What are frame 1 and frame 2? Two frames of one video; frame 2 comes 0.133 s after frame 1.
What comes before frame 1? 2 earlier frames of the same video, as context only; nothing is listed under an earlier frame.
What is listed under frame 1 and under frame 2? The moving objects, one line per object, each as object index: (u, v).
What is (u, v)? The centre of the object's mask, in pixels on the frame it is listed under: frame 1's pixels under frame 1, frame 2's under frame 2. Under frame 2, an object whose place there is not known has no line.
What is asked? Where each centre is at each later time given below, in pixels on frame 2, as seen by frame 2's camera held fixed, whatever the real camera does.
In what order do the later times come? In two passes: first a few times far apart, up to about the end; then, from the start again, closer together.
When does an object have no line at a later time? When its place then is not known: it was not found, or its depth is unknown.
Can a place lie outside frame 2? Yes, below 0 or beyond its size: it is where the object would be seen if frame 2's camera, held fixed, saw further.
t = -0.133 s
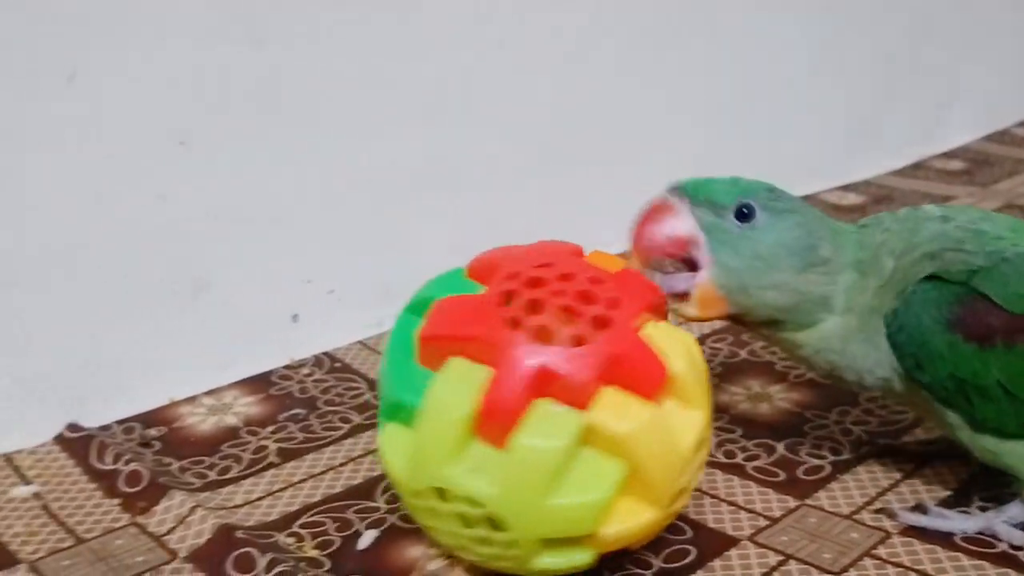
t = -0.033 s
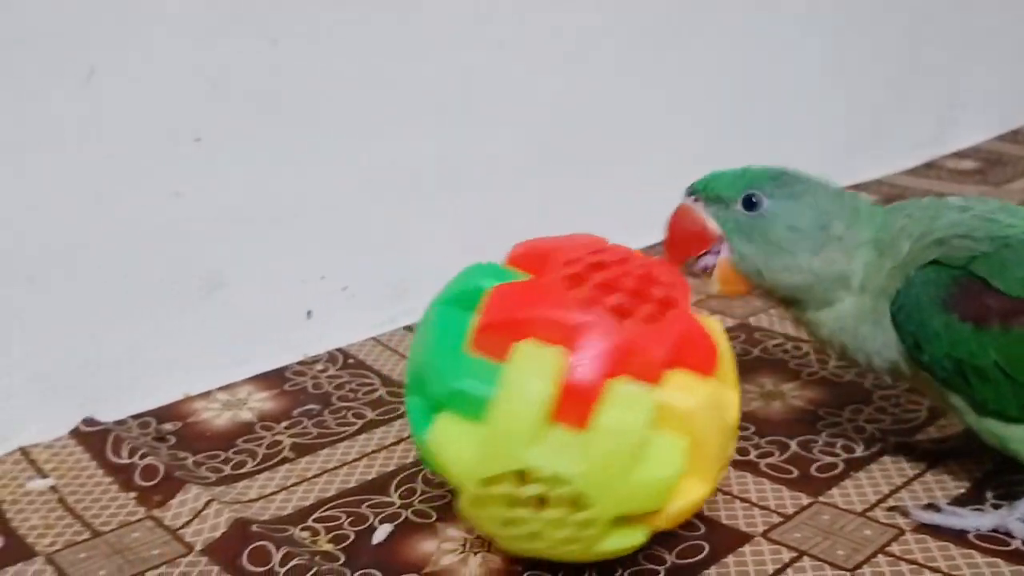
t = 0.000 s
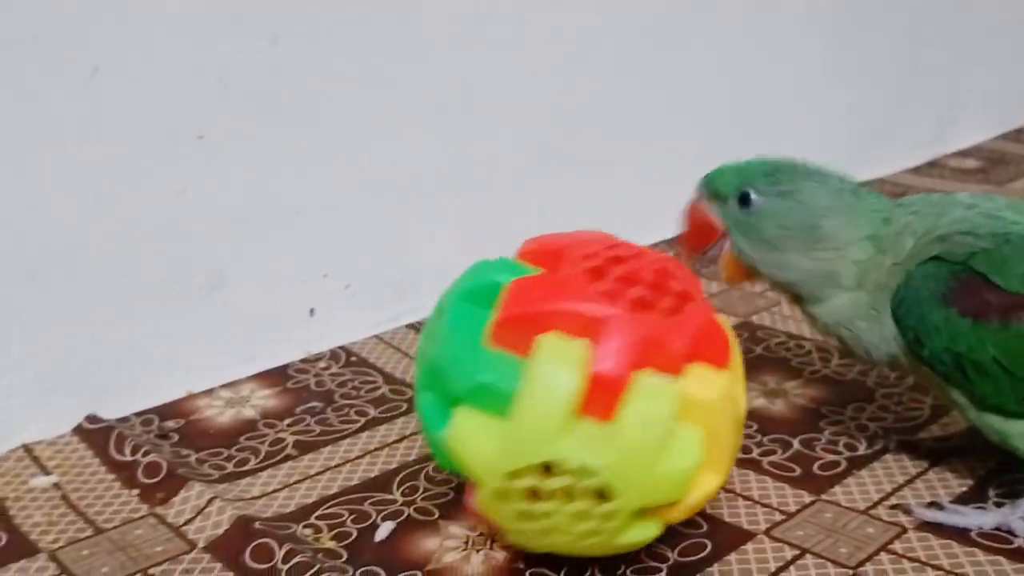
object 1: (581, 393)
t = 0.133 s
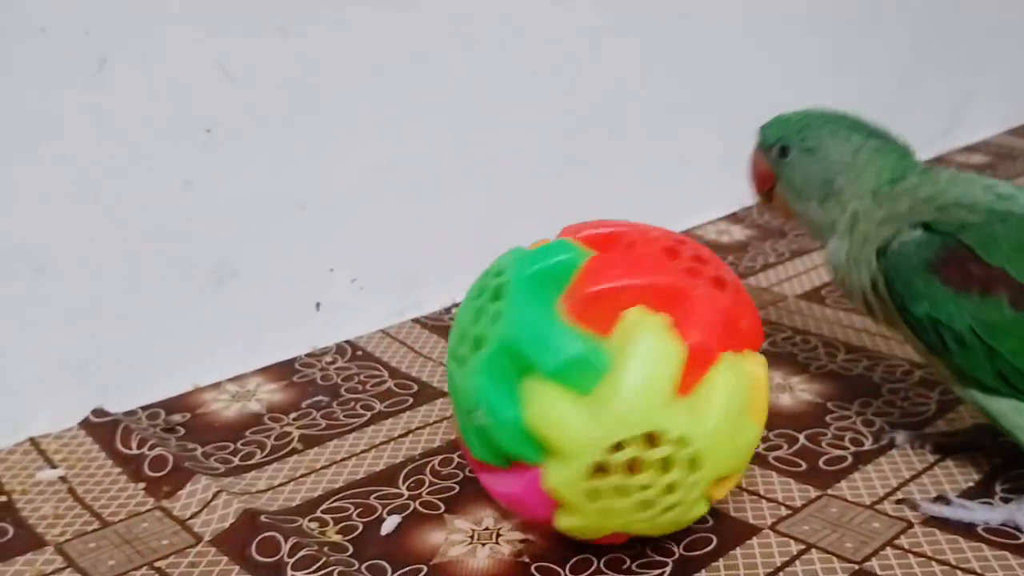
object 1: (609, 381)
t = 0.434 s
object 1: (619, 348)
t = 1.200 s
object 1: (498, 305)
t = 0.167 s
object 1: (613, 379)
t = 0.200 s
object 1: (617, 377)
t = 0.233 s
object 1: (620, 373)
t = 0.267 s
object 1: (624, 369)
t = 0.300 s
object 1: (626, 365)
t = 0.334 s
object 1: (627, 361)
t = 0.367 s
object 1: (627, 357)
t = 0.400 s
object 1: (624, 353)
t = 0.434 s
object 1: (619, 348)
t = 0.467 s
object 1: (612, 343)
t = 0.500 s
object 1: (605, 339)
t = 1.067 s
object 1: (546, 303)
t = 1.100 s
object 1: (536, 305)
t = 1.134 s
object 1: (523, 308)
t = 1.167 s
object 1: (510, 307)
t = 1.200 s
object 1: (498, 305)
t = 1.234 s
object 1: (488, 303)
